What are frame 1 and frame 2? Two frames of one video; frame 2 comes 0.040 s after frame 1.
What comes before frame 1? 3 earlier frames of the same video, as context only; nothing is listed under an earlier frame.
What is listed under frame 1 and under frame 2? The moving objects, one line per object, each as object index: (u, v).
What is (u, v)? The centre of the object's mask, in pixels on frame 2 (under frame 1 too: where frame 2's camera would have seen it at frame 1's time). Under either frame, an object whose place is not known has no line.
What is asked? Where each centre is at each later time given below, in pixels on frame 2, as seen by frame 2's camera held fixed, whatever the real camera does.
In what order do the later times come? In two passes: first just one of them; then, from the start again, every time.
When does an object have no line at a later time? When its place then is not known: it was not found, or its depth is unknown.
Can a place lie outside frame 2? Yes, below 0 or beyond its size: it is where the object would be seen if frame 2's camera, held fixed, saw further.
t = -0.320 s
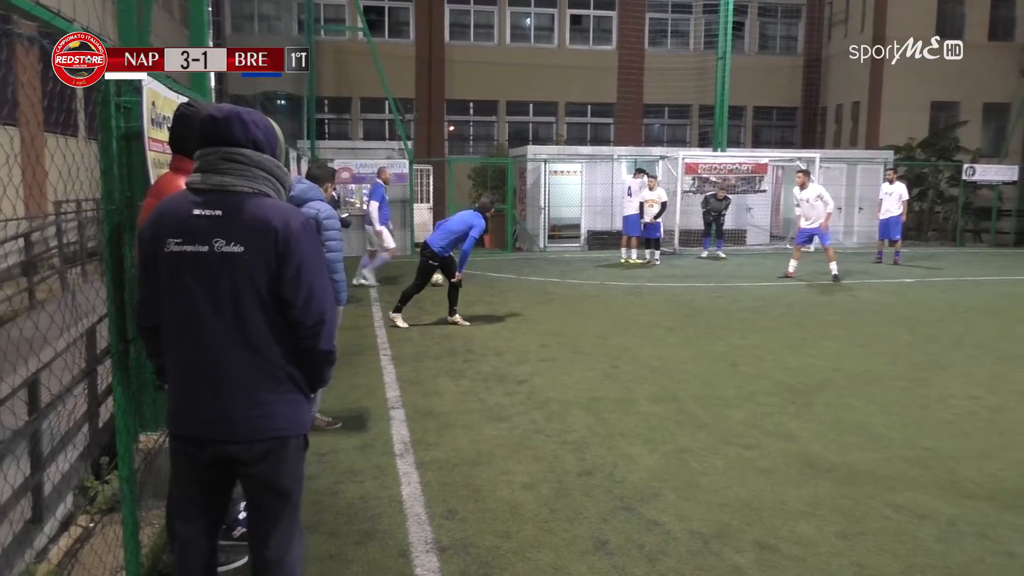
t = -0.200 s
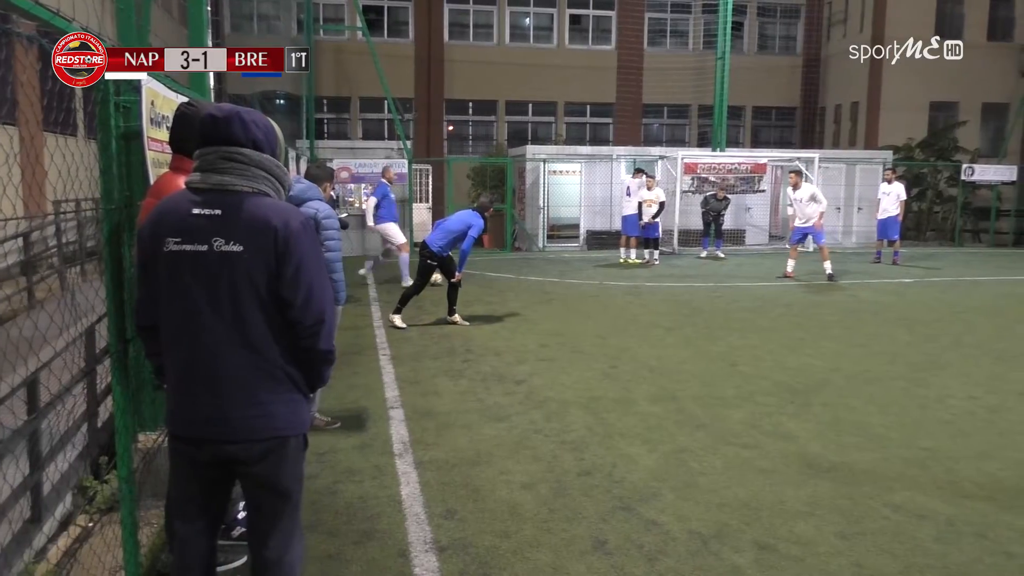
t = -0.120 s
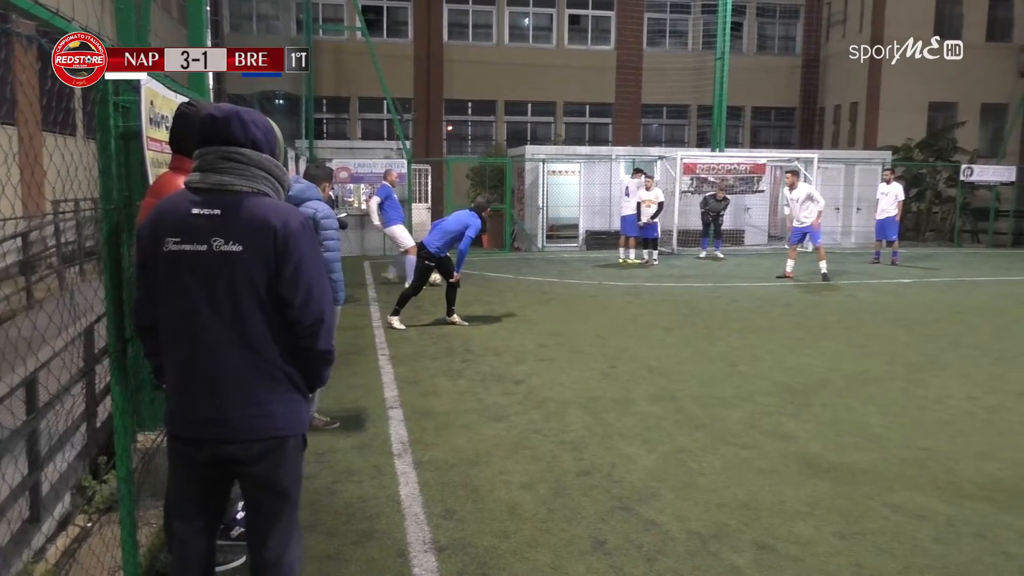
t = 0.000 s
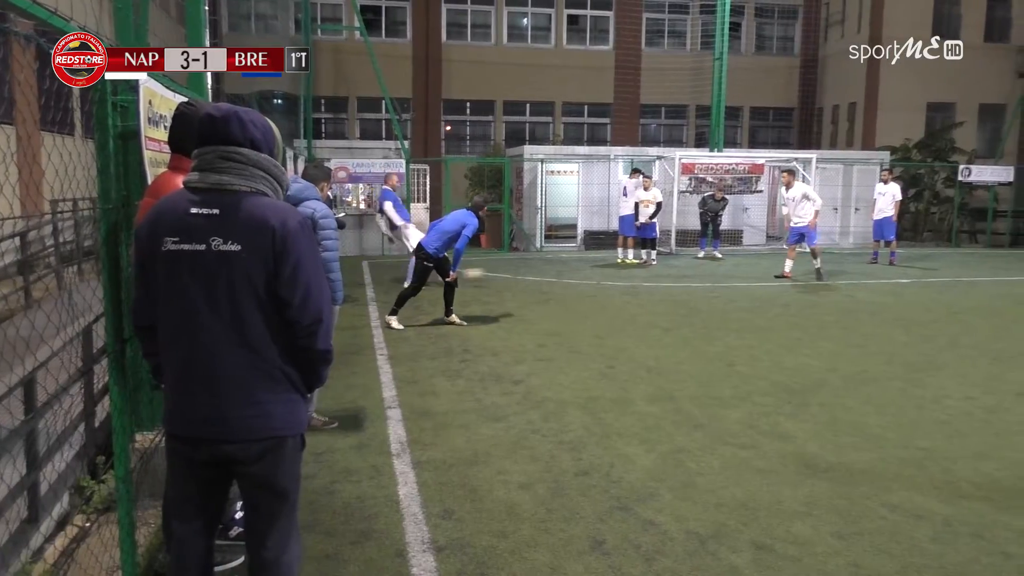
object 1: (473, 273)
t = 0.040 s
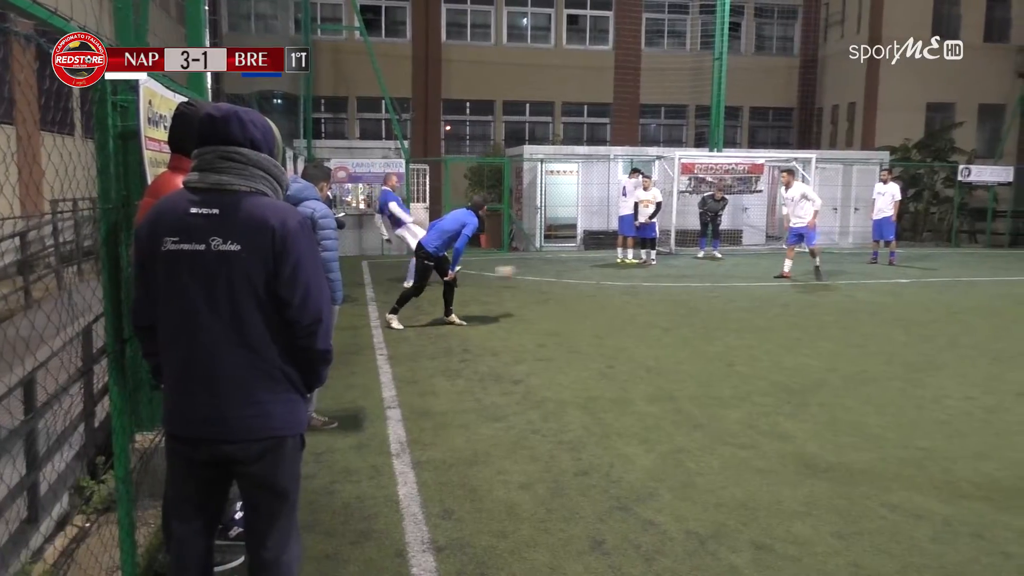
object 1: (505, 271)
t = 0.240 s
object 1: (672, 275)
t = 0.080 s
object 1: (537, 270)
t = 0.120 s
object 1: (570, 269)
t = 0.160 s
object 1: (602, 270)
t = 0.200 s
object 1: (636, 272)
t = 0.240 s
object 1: (672, 275)
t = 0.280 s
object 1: (707, 280)
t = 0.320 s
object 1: (744, 286)
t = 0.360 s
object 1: (780, 290)
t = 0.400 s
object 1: (811, 287)
